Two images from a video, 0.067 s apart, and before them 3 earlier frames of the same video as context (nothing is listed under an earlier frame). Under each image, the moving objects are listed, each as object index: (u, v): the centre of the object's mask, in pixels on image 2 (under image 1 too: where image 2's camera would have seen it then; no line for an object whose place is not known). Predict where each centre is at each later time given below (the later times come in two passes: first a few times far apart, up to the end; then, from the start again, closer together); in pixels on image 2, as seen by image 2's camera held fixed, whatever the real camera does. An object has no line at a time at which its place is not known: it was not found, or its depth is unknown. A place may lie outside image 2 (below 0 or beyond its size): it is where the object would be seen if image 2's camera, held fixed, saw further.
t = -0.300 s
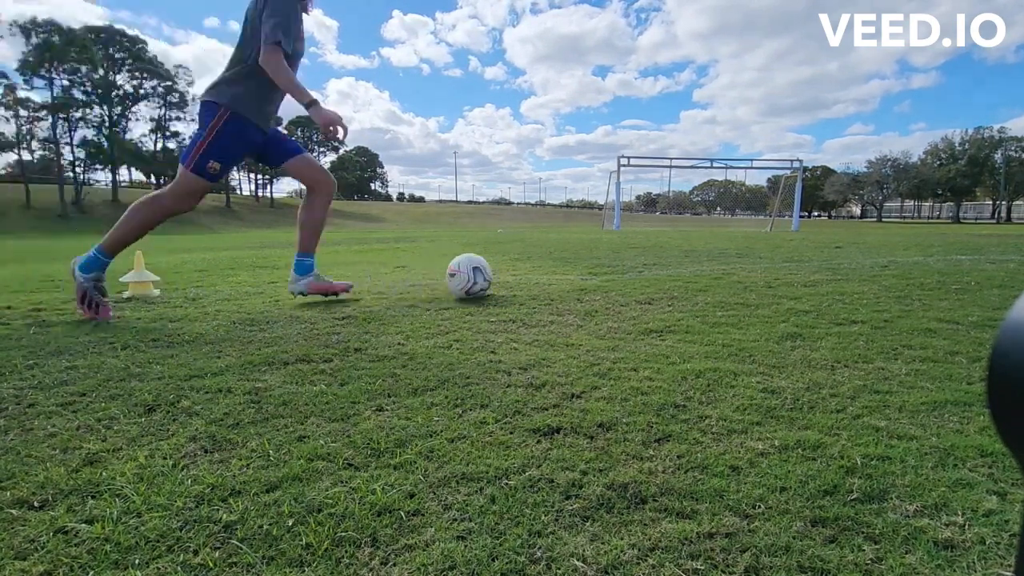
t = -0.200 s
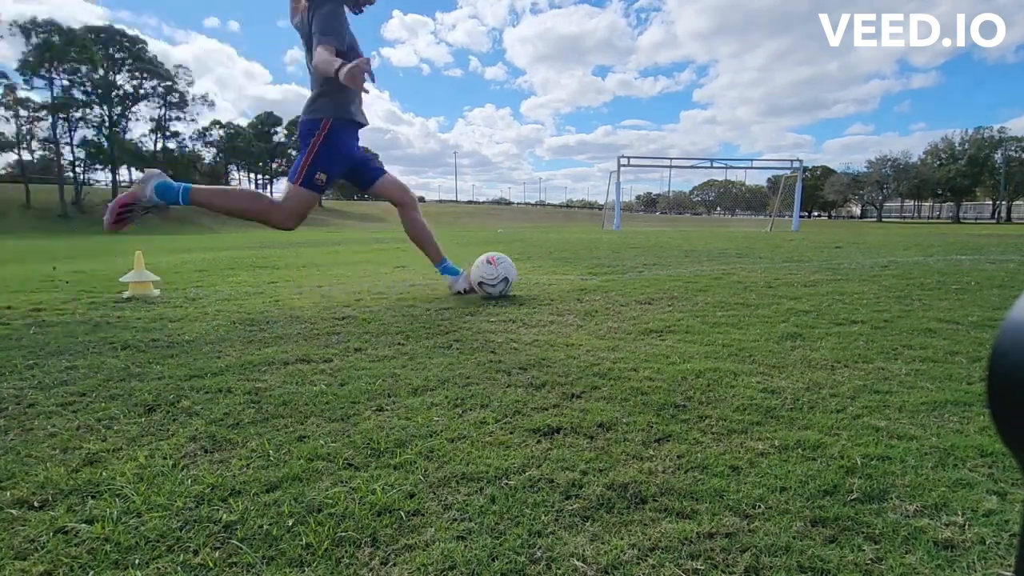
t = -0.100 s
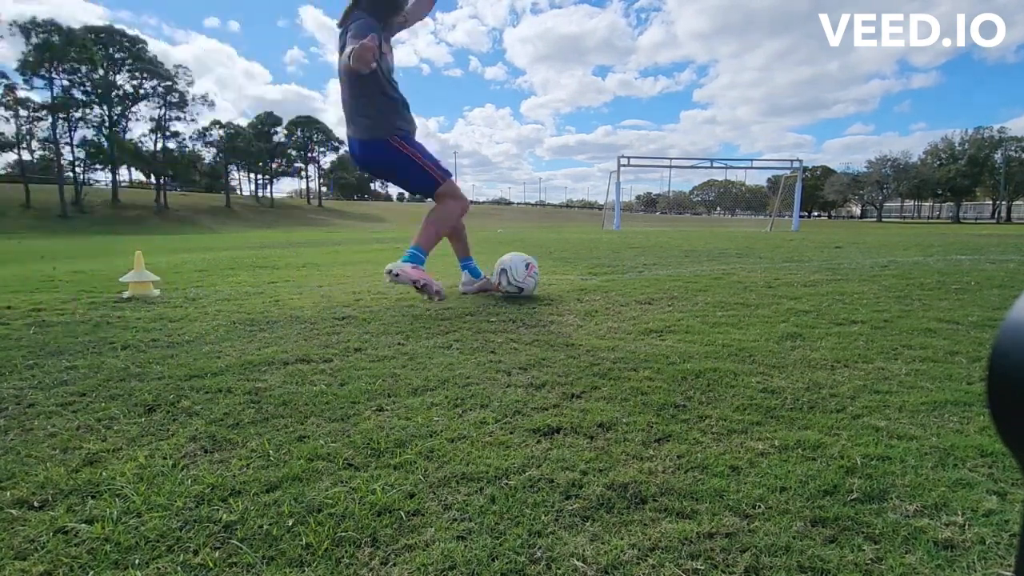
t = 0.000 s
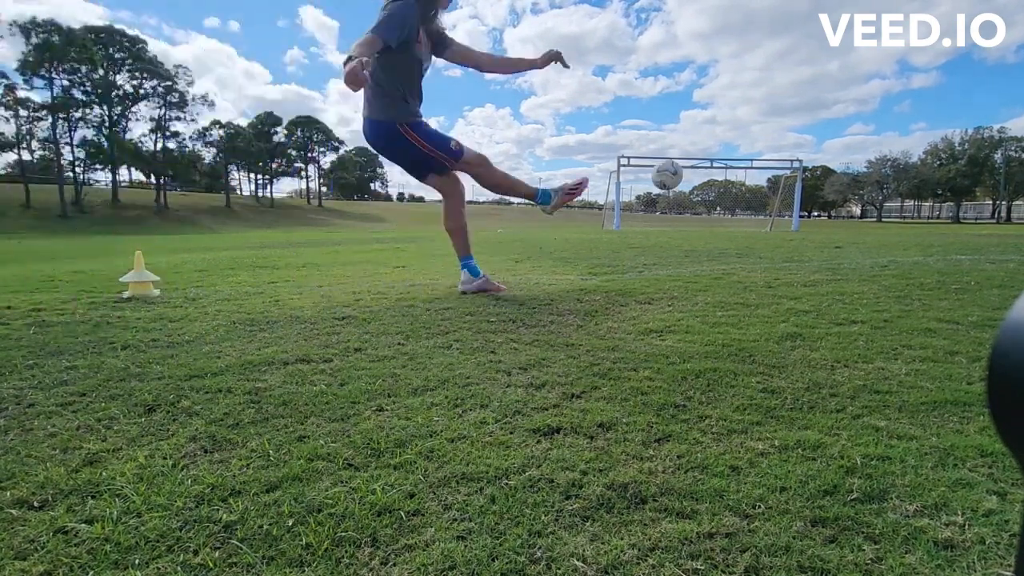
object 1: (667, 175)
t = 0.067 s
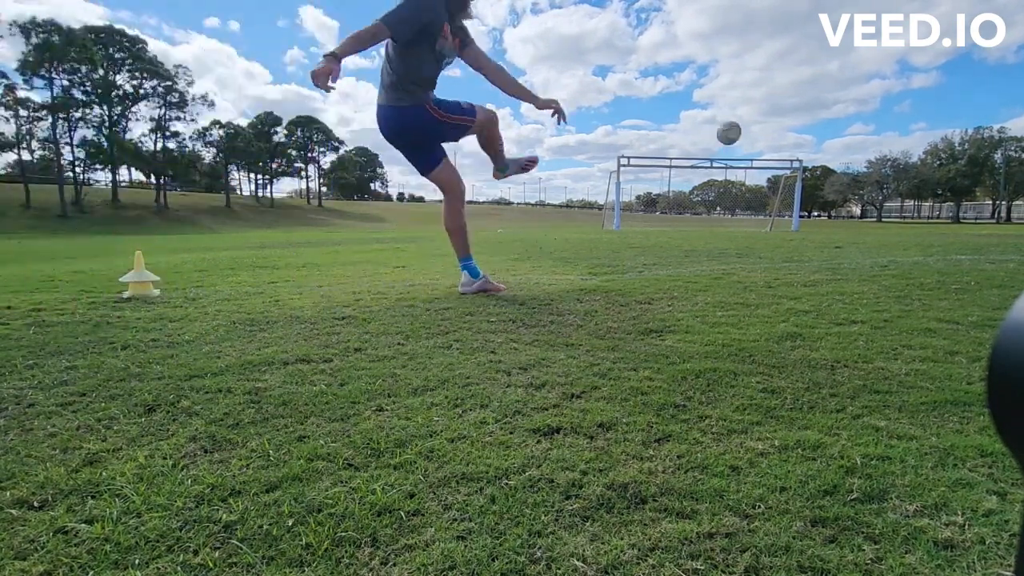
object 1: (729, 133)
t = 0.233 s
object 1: (791, 95)
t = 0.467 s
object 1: (810, 93)
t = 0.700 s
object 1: (809, 110)
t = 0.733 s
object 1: (808, 113)
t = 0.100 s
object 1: (748, 120)
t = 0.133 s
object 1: (763, 110)
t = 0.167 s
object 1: (775, 103)
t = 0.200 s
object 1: (784, 98)
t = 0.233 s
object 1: (791, 95)
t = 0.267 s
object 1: (796, 92)
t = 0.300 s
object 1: (800, 91)
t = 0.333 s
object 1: (804, 90)
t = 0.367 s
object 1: (806, 90)
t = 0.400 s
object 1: (808, 91)
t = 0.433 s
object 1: (809, 92)
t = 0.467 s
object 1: (810, 93)
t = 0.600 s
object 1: (810, 102)
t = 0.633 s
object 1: (810, 104)
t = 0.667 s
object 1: (810, 107)
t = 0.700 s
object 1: (809, 110)
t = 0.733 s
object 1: (808, 113)
